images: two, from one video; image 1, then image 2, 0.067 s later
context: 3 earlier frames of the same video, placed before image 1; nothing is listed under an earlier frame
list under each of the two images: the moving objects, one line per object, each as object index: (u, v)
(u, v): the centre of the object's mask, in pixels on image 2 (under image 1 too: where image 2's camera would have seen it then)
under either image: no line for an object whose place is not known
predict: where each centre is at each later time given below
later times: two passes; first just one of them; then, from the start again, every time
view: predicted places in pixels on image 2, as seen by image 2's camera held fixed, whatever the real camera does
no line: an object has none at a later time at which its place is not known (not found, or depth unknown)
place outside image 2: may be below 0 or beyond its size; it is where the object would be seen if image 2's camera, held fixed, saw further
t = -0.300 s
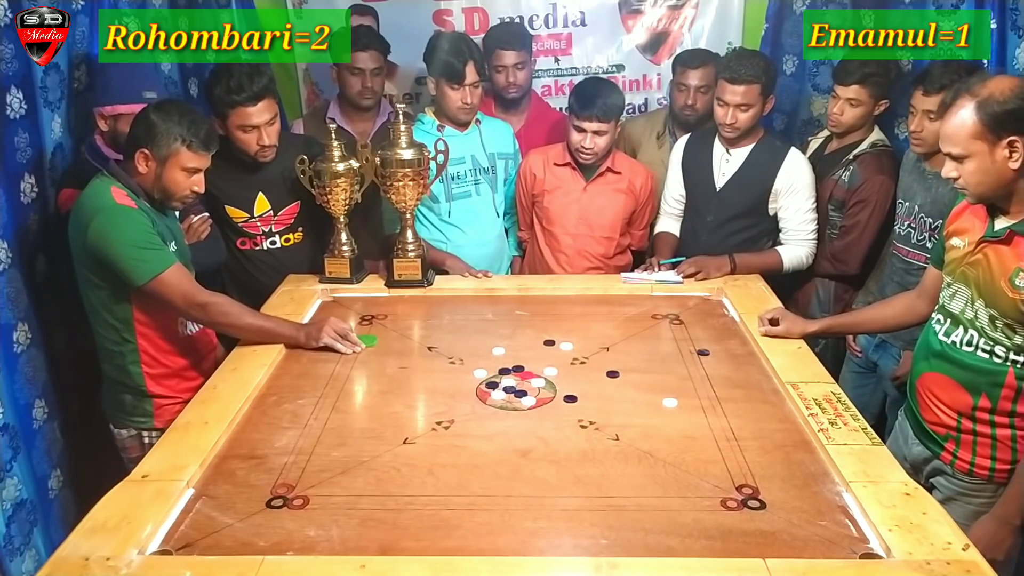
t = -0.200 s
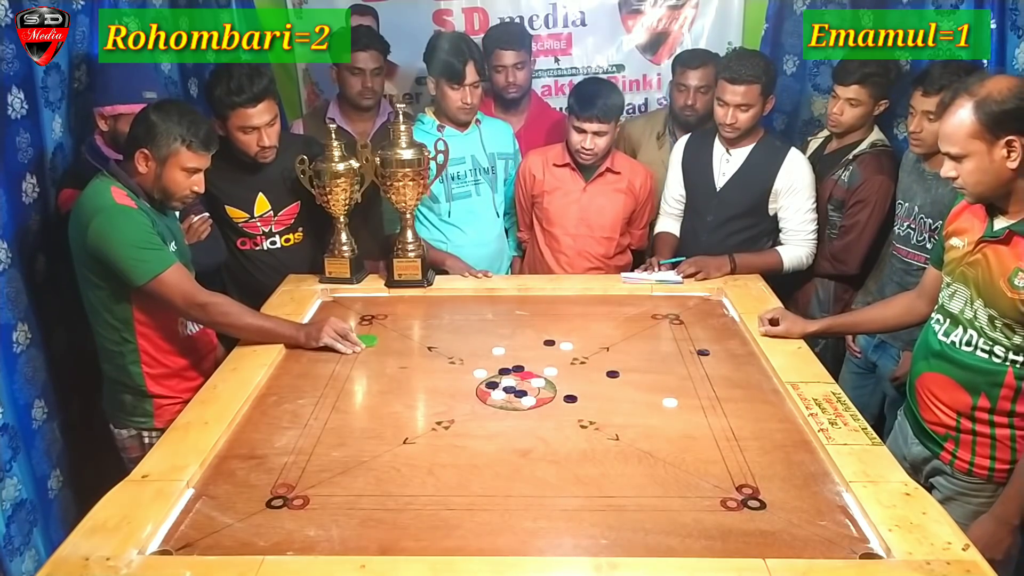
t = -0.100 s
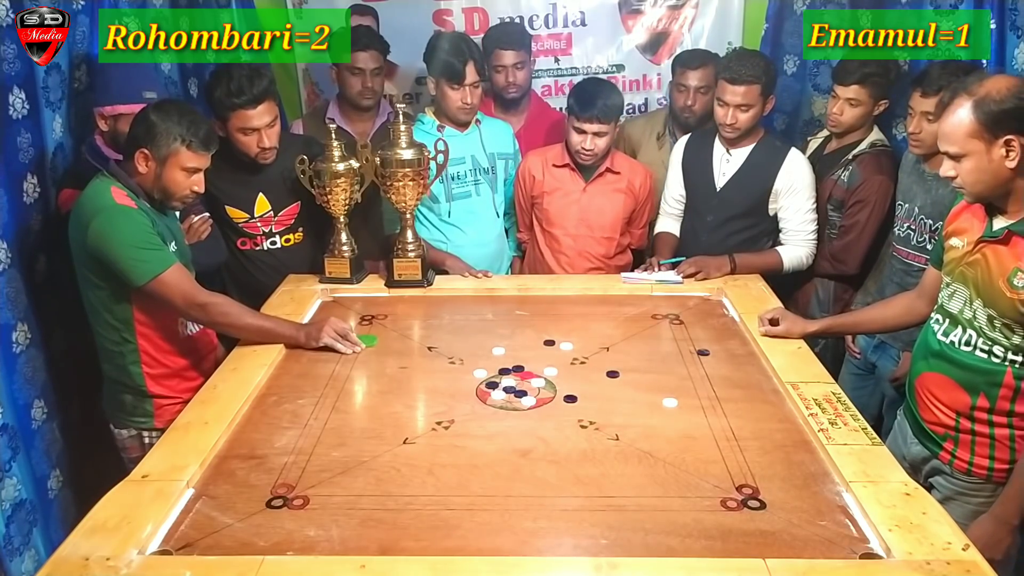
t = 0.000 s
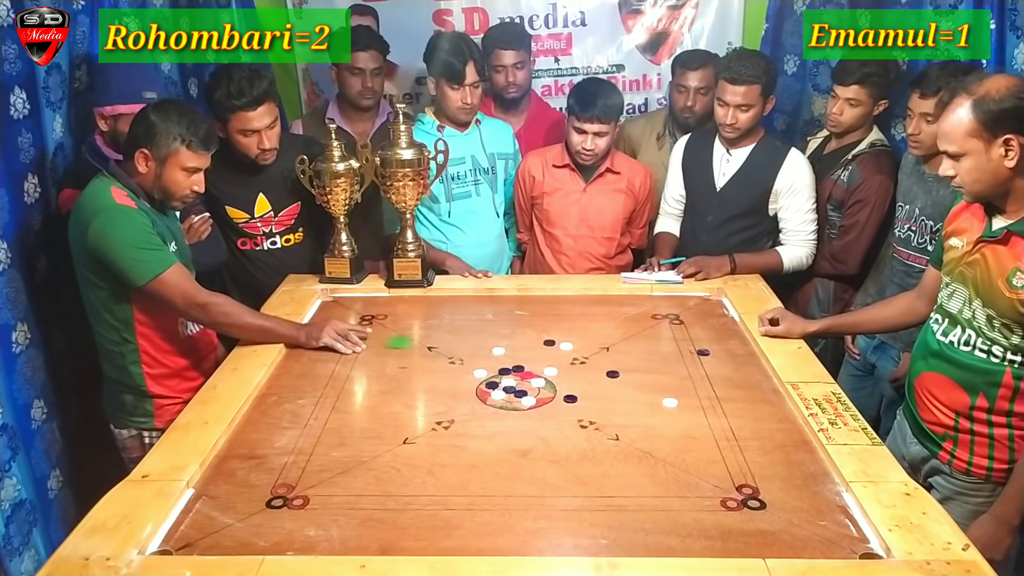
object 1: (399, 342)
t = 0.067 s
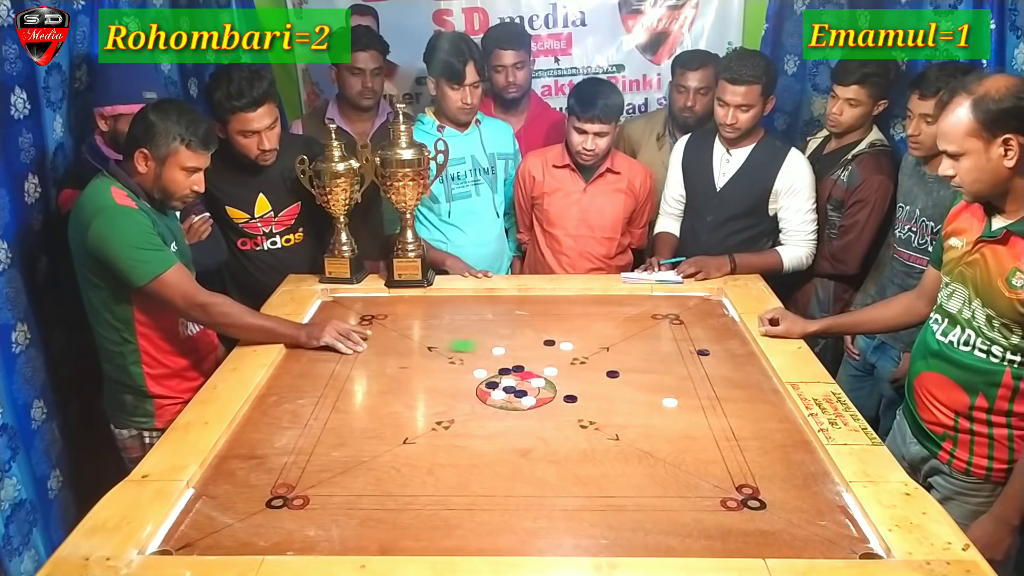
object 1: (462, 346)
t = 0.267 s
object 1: (580, 352)
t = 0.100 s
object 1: (491, 347)
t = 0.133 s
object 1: (514, 347)
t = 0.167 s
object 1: (536, 348)
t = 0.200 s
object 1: (553, 349)
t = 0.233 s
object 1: (567, 351)
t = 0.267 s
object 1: (580, 352)
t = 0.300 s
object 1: (592, 354)
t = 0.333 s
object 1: (604, 355)
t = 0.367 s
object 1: (615, 356)
